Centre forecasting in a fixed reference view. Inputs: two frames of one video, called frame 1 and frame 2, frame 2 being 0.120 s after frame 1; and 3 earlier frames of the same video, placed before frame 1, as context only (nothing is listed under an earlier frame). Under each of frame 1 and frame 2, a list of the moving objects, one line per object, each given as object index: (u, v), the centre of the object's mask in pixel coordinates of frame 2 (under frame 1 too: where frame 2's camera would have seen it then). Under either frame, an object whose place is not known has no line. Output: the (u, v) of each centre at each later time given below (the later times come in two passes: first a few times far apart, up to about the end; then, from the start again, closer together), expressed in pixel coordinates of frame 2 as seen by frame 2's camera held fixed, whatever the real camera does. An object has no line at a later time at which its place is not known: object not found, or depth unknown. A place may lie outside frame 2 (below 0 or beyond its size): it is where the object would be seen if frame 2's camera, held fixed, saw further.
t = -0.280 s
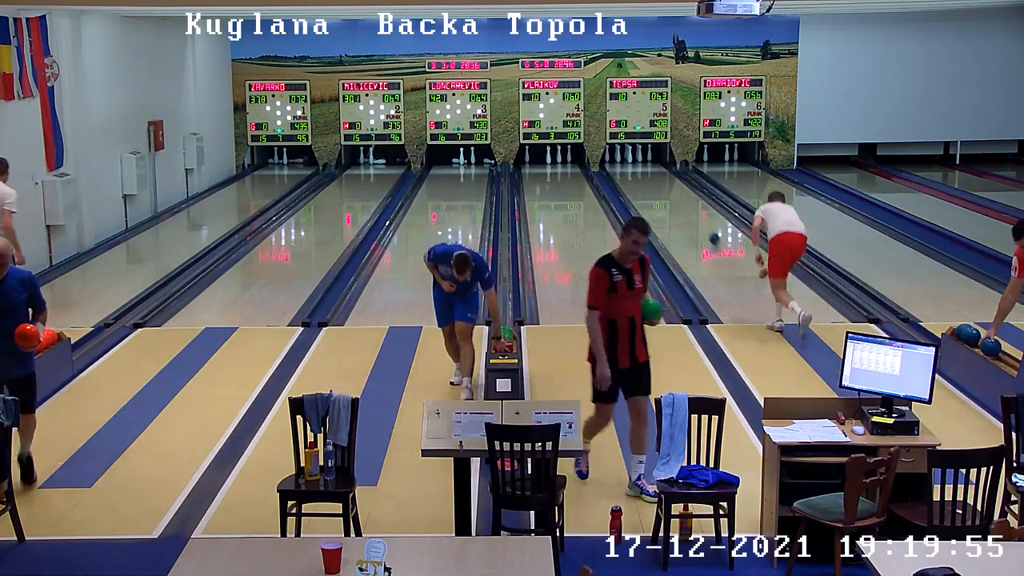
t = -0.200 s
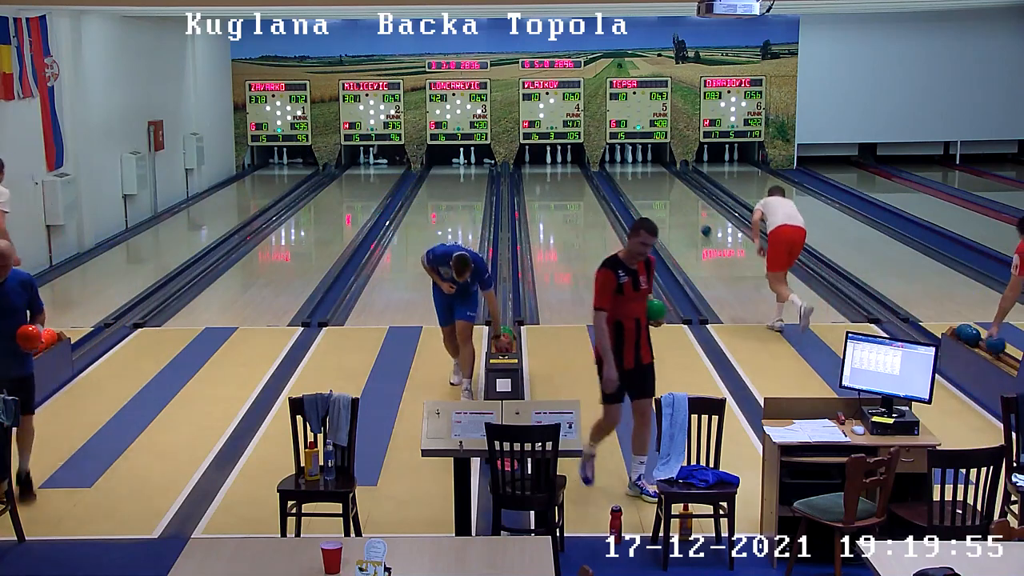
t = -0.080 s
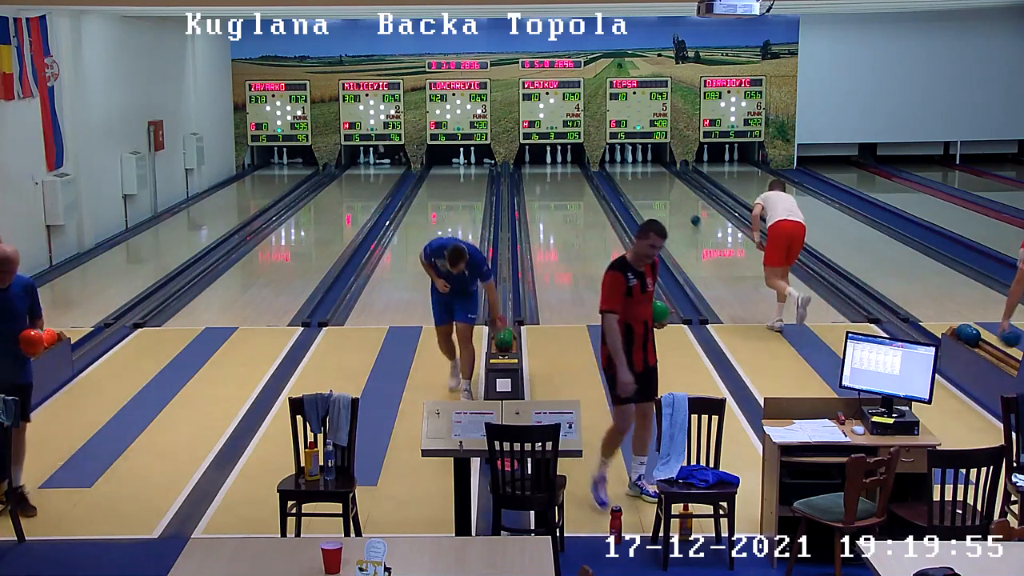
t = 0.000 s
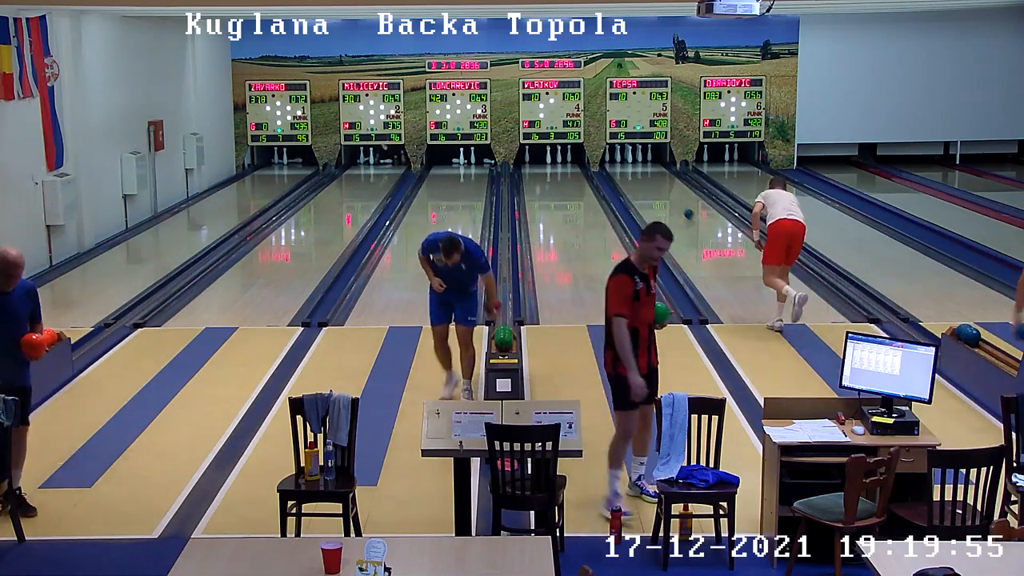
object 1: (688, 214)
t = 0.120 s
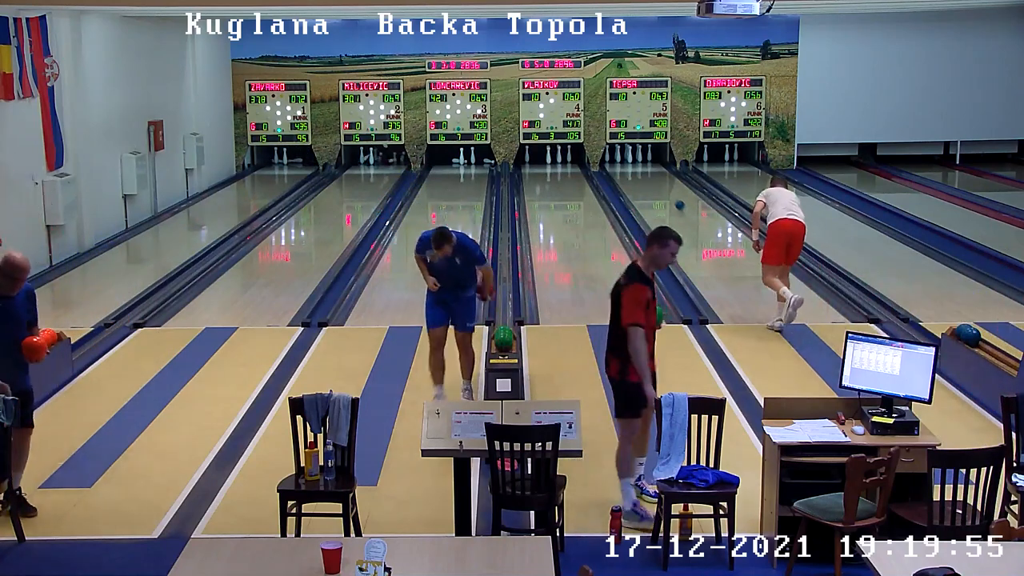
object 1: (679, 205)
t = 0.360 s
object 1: (664, 190)
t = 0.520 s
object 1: (655, 182)
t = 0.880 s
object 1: (638, 166)
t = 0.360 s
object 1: (664, 190)
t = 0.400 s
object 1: (661, 188)
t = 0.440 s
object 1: (659, 186)
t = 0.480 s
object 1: (657, 184)
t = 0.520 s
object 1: (655, 182)
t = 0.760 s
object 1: (643, 171)
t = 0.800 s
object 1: (642, 170)
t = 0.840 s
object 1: (640, 168)
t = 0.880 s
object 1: (638, 166)
